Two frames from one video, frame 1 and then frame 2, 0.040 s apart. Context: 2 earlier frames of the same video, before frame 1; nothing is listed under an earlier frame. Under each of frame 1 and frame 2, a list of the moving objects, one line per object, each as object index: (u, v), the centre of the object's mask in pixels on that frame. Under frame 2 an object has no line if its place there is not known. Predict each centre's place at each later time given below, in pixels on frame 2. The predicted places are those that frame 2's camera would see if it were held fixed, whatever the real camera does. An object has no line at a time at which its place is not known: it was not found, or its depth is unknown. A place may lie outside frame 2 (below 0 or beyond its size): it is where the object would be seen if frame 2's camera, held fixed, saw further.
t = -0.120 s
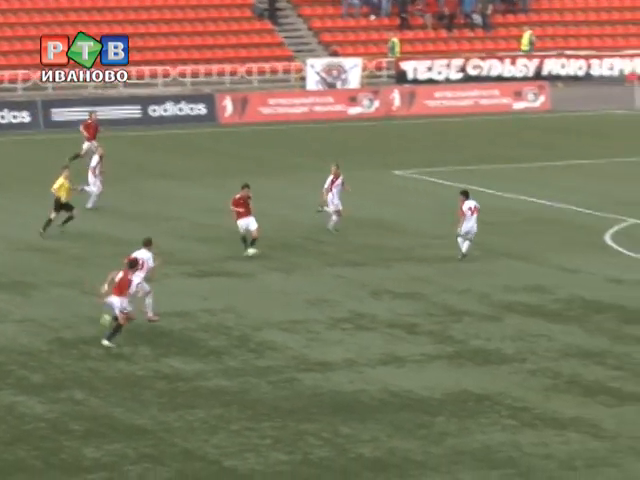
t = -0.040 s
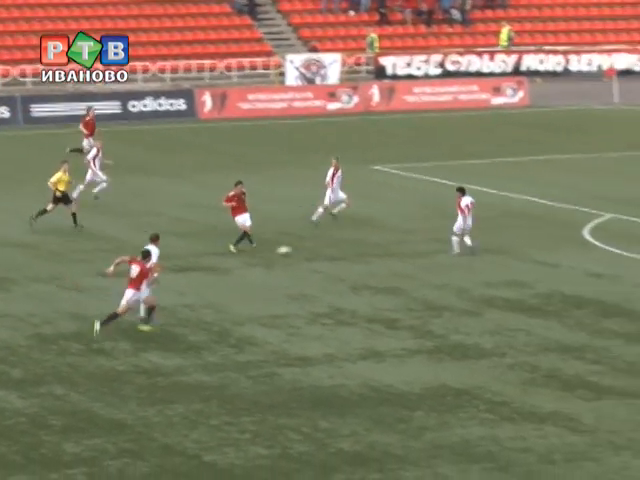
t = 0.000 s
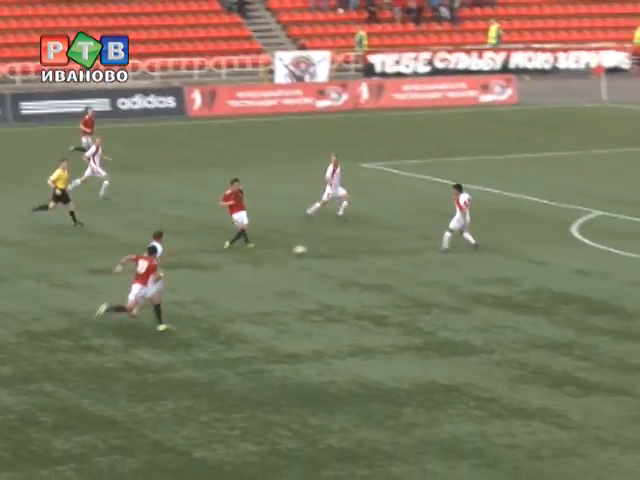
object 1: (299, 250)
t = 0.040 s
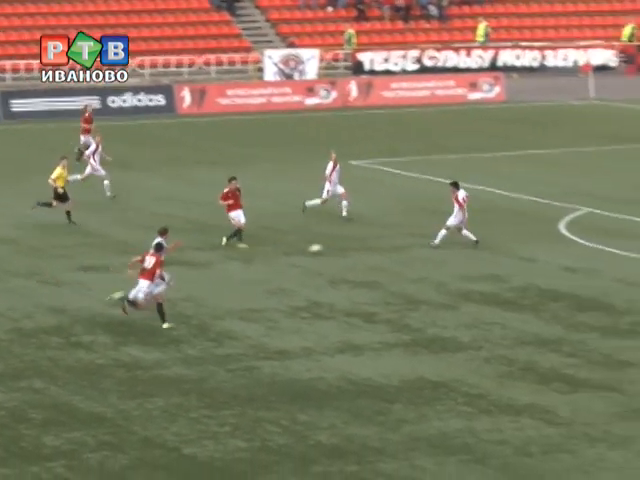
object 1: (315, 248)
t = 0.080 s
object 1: (340, 249)
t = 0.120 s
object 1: (364, 250)
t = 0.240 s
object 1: (436, 256)
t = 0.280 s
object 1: (459, 257)
